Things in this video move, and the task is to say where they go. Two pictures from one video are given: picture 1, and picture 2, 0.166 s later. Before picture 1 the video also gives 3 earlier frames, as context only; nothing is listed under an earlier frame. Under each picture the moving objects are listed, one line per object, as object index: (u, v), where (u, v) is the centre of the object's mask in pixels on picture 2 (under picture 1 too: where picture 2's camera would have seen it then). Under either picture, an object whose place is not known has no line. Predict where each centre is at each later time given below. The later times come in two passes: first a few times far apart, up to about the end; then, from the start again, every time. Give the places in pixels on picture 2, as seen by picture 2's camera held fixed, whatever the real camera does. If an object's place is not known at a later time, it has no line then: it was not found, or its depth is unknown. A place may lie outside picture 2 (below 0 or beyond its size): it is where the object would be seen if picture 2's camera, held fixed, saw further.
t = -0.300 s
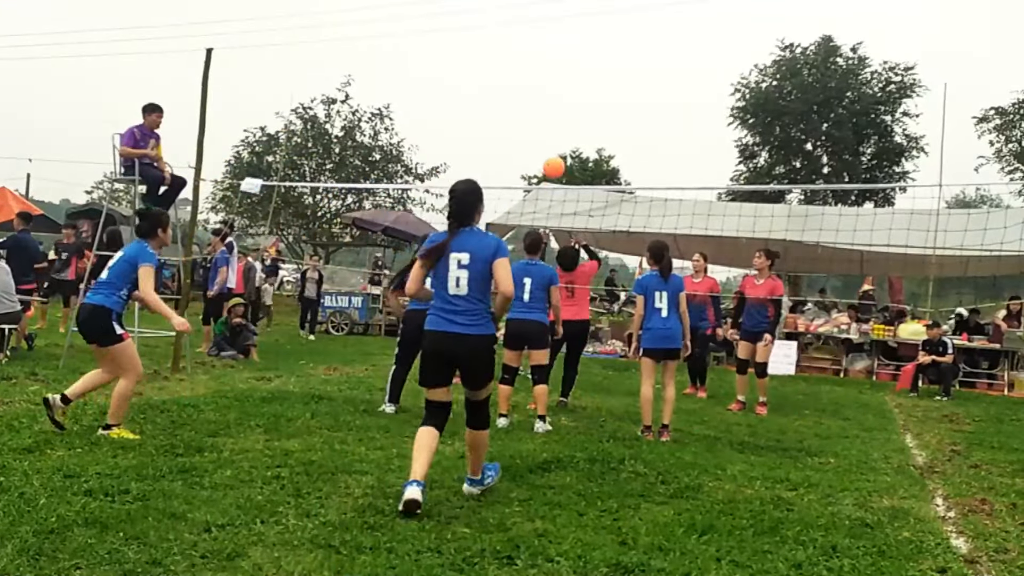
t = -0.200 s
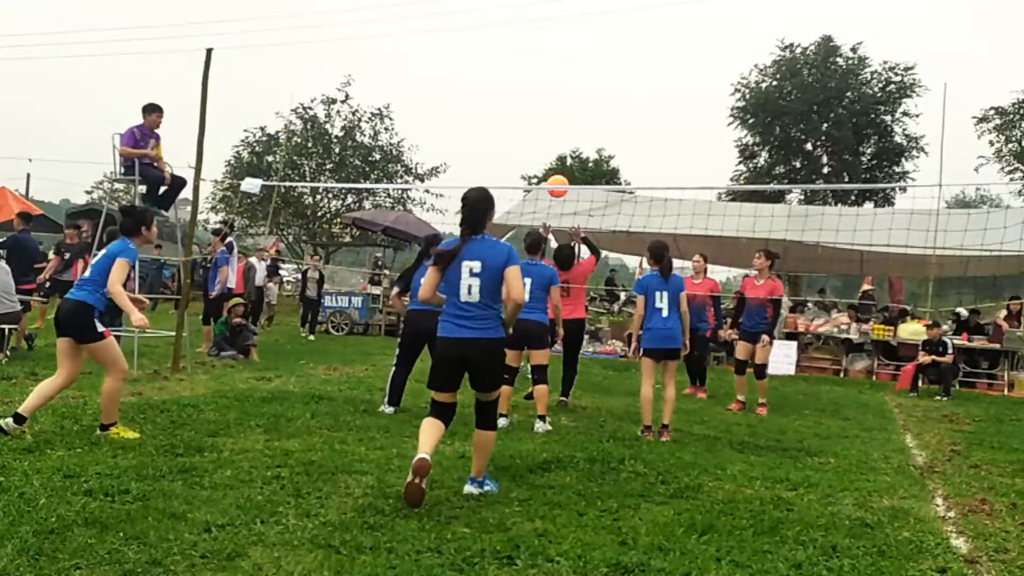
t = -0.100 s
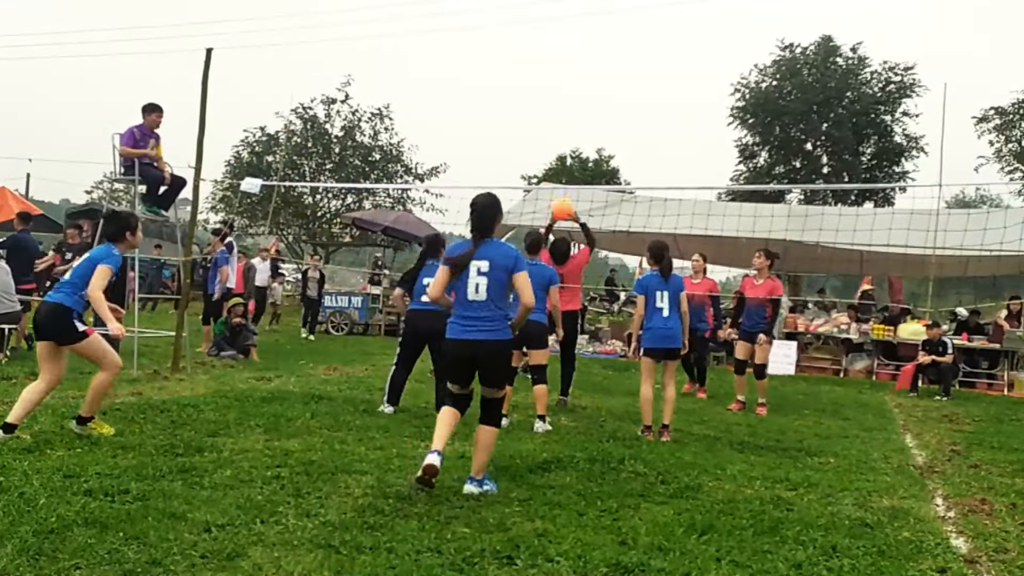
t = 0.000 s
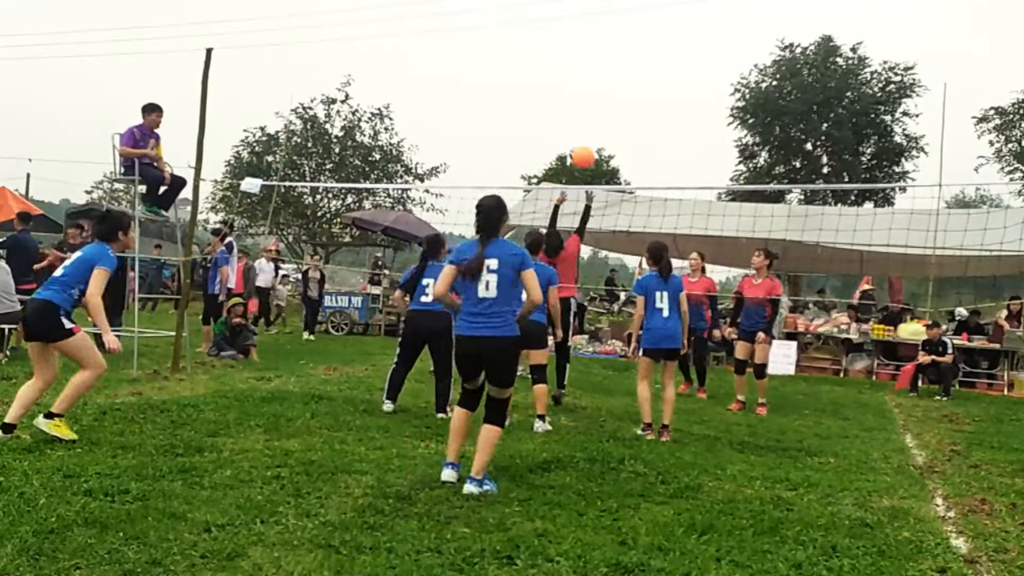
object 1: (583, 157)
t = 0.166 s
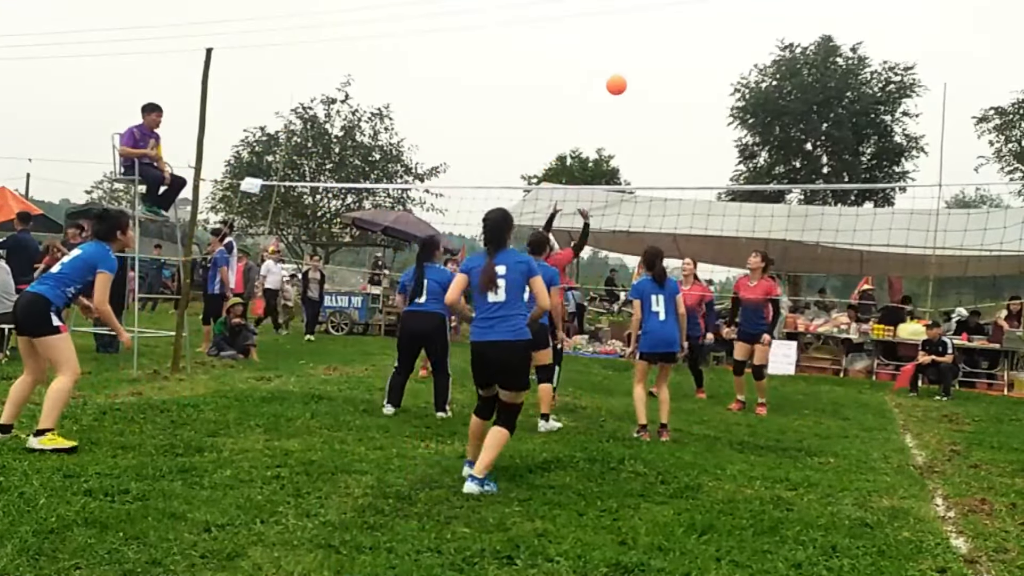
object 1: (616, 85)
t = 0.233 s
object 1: (629, 65)
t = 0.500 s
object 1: (675, 29)
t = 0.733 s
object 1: (705, 59)
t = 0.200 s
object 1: (622, 74)
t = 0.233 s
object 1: (629, 65)
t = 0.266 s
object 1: (634, 56)
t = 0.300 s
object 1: (640, 49)
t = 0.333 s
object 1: (649, 40)
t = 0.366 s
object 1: (654, 36)
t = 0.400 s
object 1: (659, 32)
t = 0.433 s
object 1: (665, 30)
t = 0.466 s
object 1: (670, 29)
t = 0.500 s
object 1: (675, 29)
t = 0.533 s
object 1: (679, 30)
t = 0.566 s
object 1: (684, 32)
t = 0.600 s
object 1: (688, 35)
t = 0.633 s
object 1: (693, 40)
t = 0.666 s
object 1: (697, 45)
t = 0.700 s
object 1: (701, 52)
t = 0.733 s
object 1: (705, 59)
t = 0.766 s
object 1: (709, 67)
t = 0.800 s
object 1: (713, 77)
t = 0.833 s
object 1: (716, 87)
